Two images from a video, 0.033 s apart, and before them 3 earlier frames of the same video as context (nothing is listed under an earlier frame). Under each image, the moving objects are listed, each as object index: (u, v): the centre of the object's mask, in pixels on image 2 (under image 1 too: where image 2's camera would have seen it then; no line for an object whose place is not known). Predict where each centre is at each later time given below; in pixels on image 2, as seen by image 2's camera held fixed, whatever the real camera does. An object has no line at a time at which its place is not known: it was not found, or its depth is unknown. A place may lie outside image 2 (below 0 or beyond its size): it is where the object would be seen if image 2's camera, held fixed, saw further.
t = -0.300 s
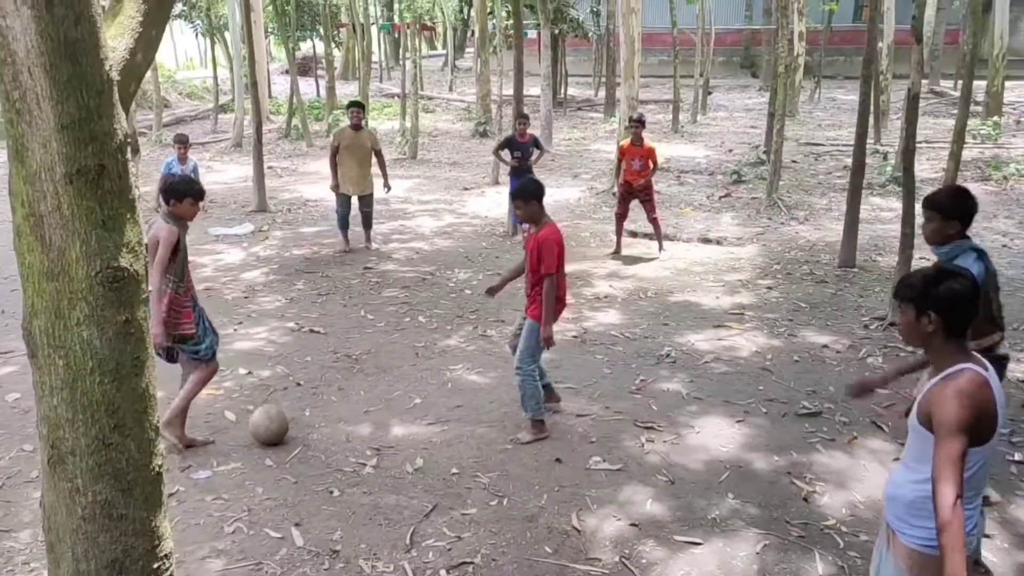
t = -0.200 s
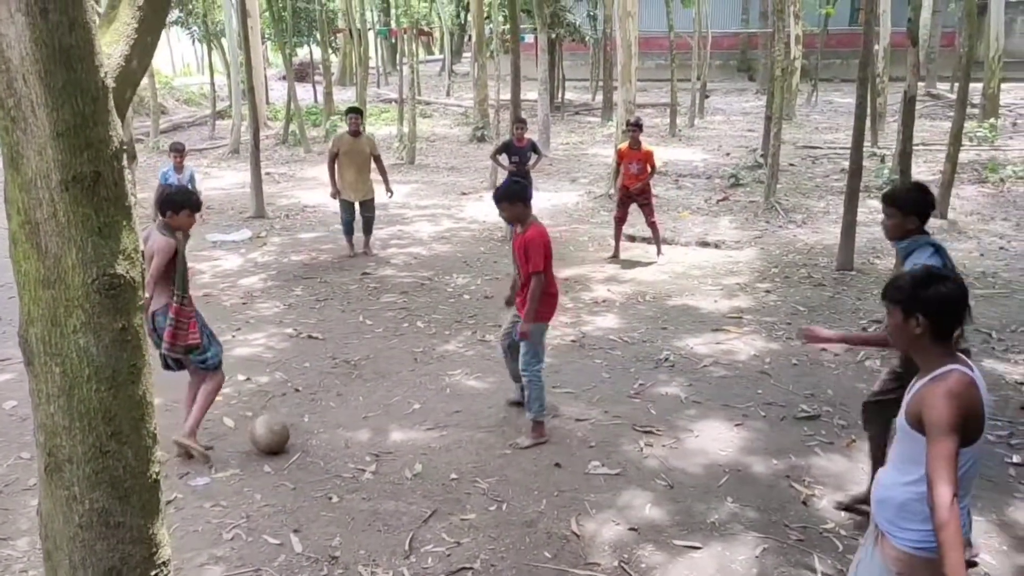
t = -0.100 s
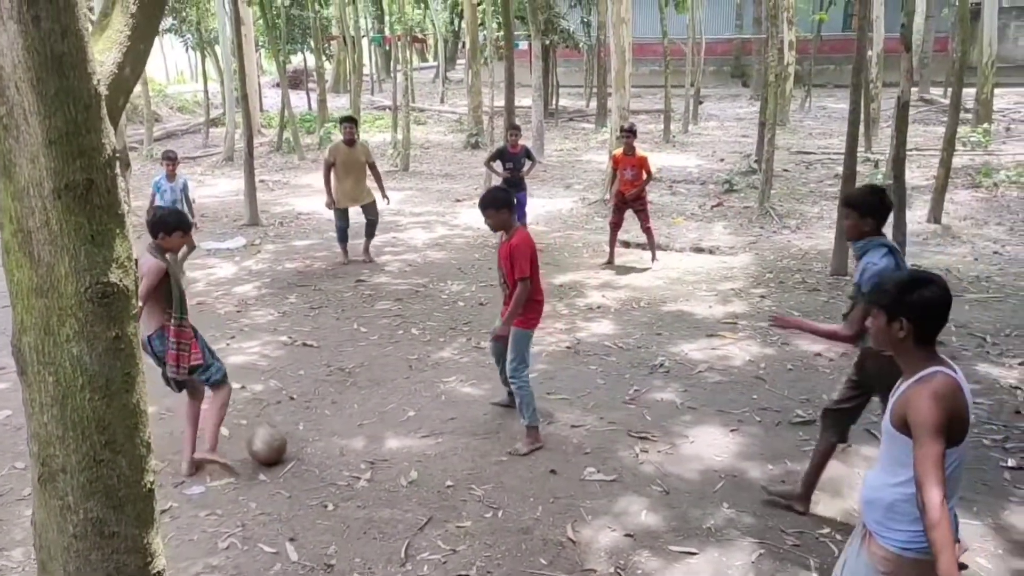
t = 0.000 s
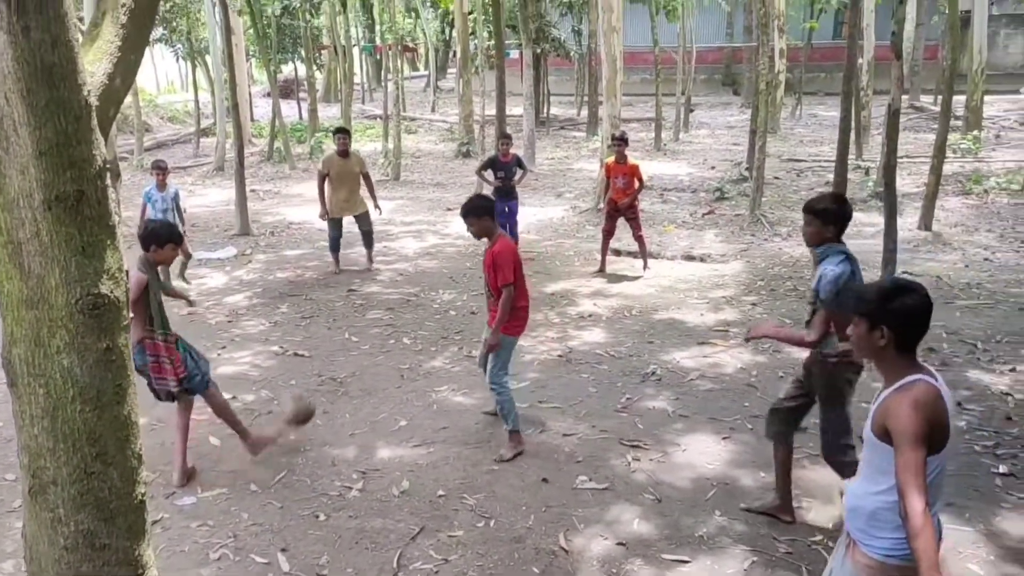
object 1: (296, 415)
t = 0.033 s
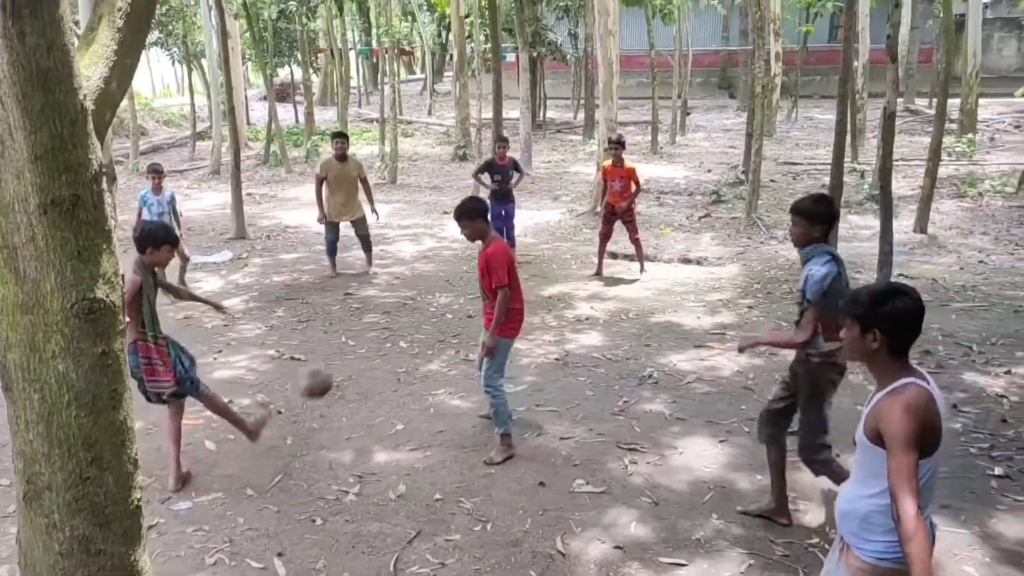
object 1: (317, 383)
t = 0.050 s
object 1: (326, 369)
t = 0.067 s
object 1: (336, 354)
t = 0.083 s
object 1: (345, 343)
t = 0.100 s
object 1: (354, 331)
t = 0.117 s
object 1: (363, 322)
